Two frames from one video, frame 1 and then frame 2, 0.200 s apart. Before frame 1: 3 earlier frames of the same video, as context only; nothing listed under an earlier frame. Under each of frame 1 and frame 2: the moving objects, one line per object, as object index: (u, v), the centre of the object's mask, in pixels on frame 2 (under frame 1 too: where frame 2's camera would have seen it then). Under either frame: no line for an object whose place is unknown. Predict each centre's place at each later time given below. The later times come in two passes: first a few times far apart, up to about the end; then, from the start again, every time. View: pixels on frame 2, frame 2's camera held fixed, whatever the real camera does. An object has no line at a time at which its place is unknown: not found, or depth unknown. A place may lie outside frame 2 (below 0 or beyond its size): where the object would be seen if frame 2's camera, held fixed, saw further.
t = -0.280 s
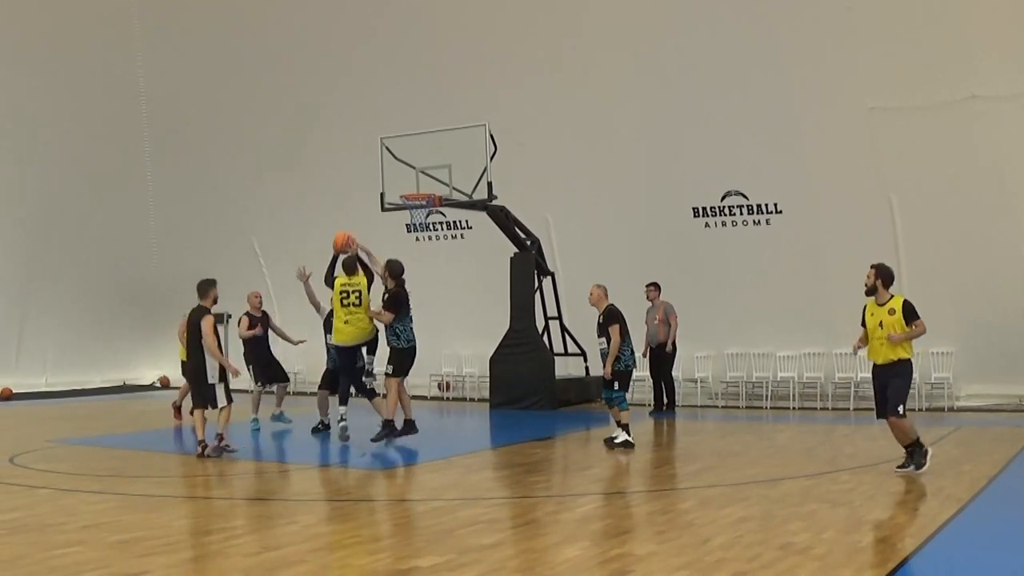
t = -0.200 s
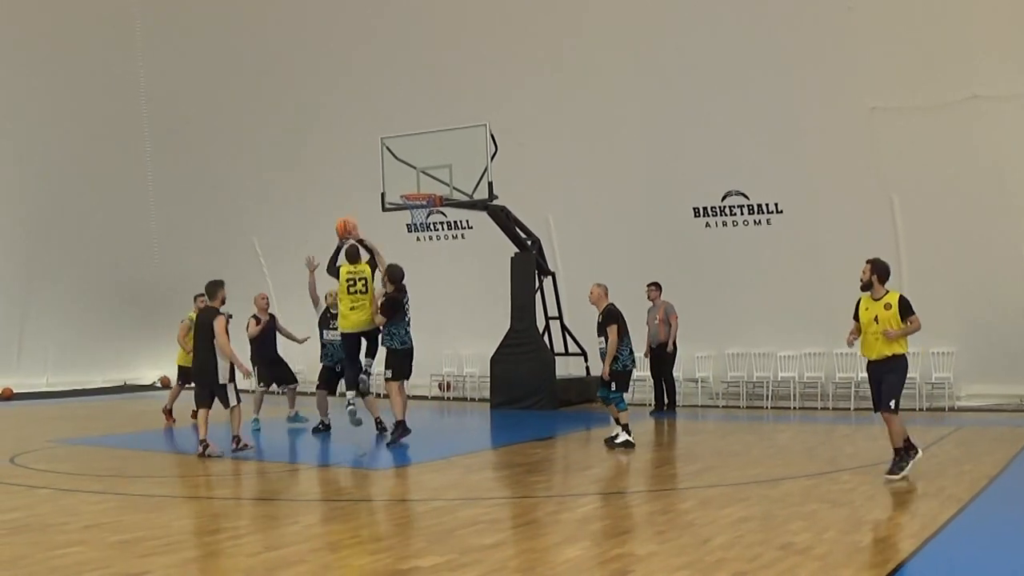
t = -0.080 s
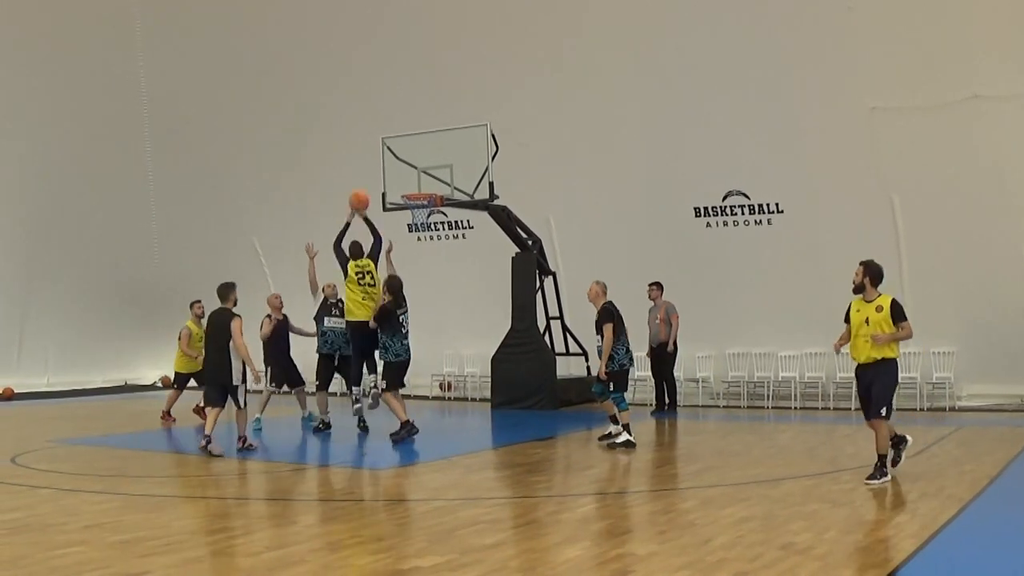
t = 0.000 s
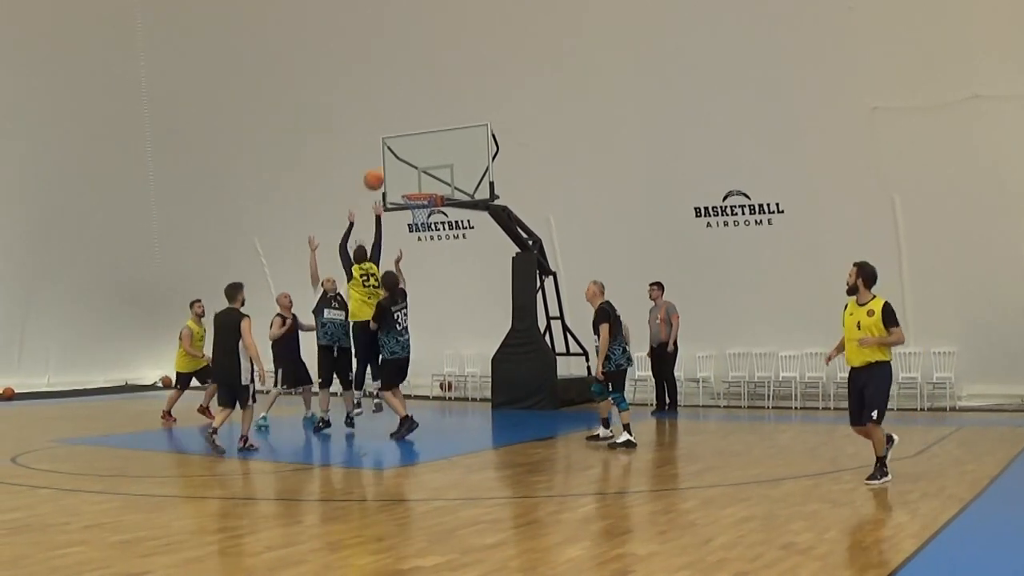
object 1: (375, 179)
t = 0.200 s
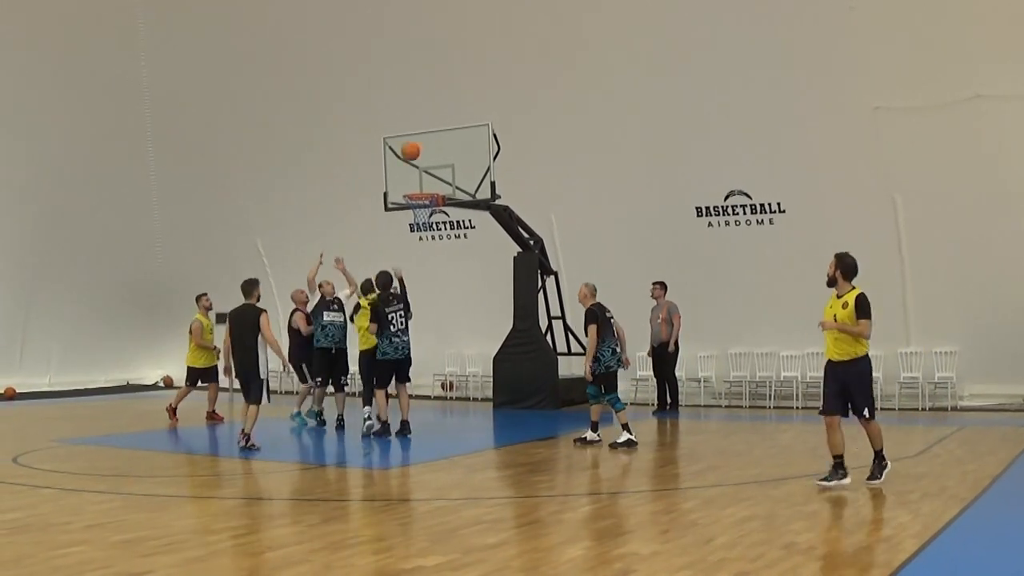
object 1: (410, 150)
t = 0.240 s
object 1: (418, 148)
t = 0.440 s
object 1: (450, 158)
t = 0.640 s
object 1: (451, 189)
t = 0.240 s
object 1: (418, 148)
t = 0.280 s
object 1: (424, 148)
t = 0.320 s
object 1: (431, 149)
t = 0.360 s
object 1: (438, 151)
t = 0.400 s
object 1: (444, 154)
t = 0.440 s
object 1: (450, 158)
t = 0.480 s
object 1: (457, 163)
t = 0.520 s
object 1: (459, 169)
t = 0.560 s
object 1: (456, 174)
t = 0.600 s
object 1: (454, 181)
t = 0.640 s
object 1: (451, 189)
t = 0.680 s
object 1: (448, 198)
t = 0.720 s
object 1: (444, 208)
